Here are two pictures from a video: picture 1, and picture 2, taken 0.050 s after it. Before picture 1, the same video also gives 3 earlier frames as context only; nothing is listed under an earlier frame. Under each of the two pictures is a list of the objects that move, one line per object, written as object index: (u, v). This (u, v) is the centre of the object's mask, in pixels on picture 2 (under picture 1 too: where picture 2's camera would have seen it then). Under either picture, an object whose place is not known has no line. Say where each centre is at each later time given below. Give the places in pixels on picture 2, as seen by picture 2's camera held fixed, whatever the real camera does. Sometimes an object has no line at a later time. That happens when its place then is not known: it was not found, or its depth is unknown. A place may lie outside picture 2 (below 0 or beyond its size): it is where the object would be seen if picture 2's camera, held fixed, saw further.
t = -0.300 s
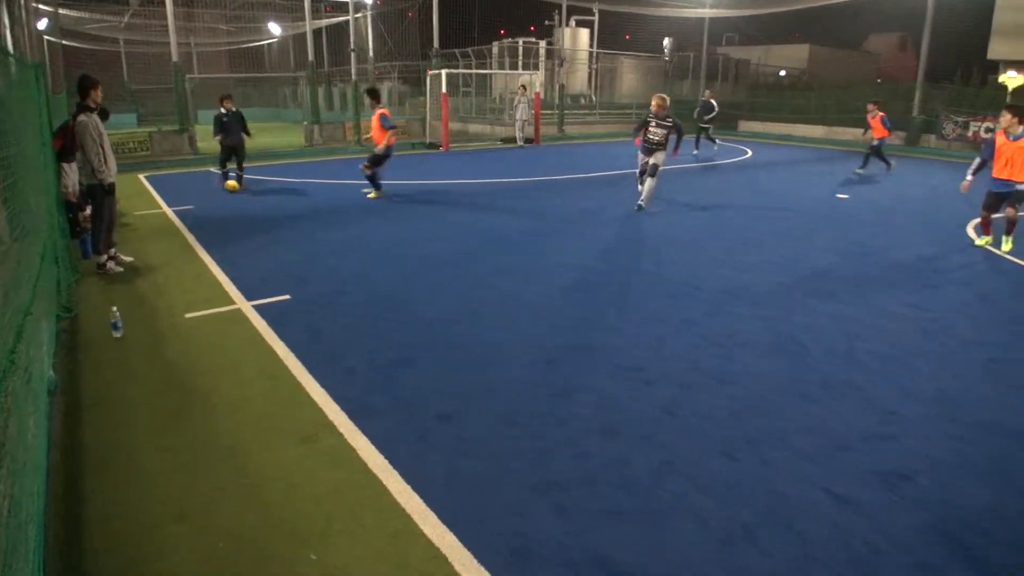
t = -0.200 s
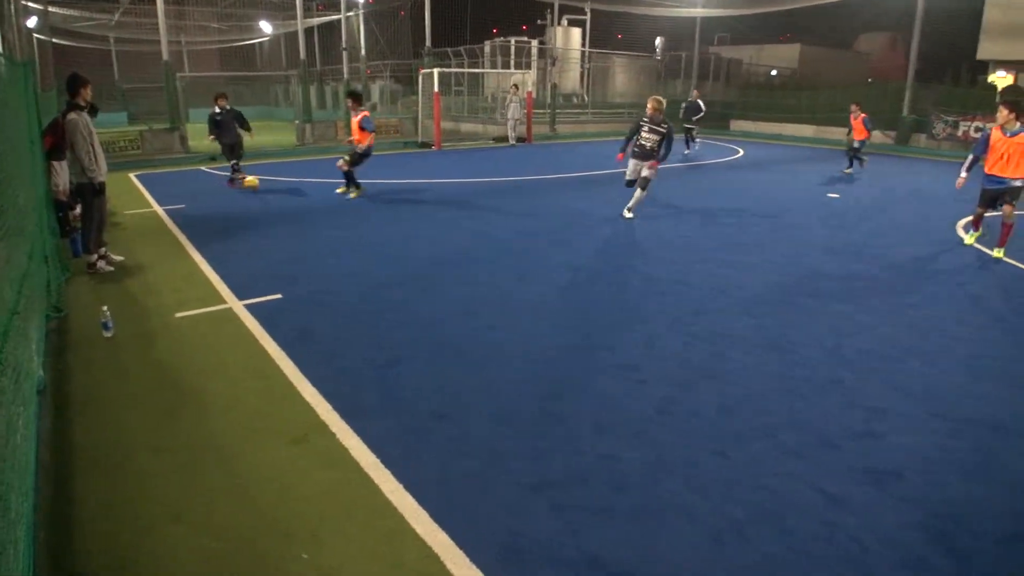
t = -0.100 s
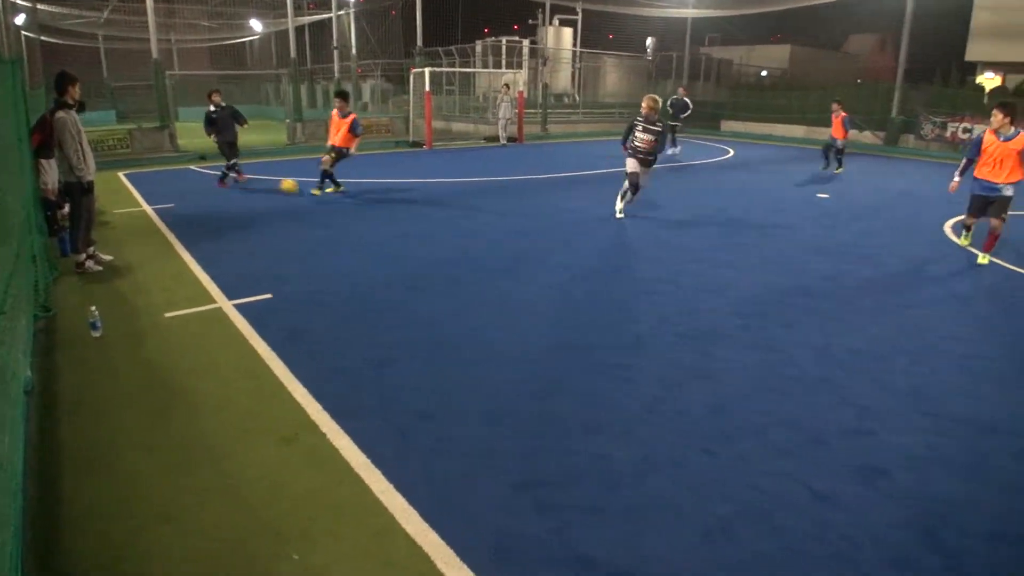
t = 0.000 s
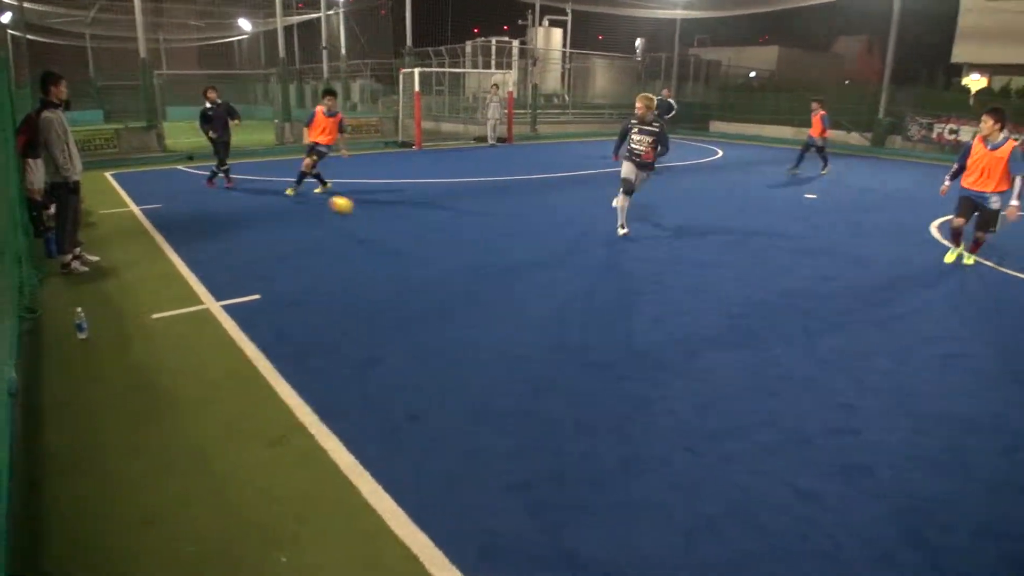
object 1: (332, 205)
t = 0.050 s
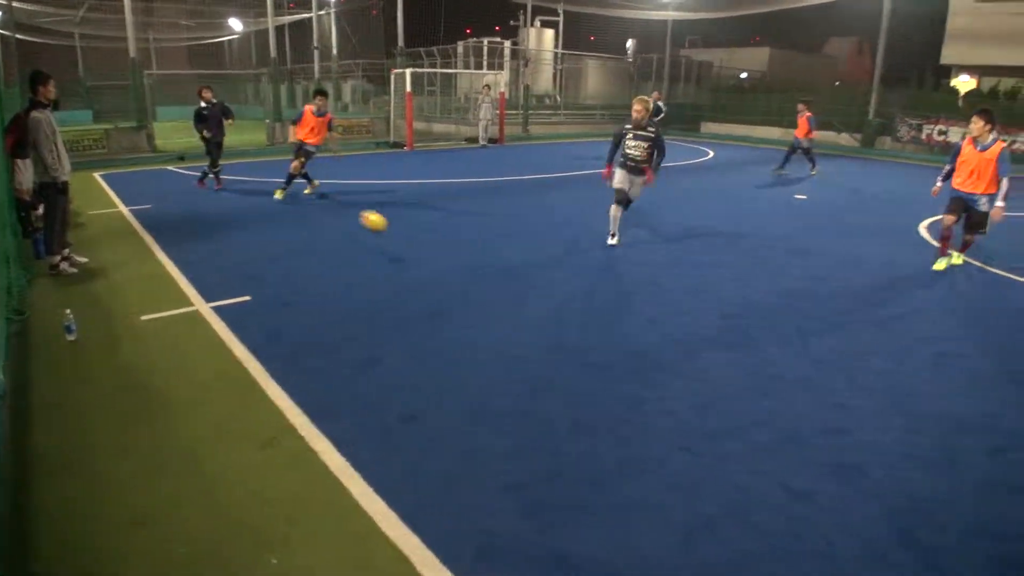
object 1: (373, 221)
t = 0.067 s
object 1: (388, 227)
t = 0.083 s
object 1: (405, 235)
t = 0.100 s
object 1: (423, 243)
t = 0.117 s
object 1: (442, 252)
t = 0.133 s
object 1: (461, 261)
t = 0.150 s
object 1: (482, 274)
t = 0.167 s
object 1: (499, 288)
